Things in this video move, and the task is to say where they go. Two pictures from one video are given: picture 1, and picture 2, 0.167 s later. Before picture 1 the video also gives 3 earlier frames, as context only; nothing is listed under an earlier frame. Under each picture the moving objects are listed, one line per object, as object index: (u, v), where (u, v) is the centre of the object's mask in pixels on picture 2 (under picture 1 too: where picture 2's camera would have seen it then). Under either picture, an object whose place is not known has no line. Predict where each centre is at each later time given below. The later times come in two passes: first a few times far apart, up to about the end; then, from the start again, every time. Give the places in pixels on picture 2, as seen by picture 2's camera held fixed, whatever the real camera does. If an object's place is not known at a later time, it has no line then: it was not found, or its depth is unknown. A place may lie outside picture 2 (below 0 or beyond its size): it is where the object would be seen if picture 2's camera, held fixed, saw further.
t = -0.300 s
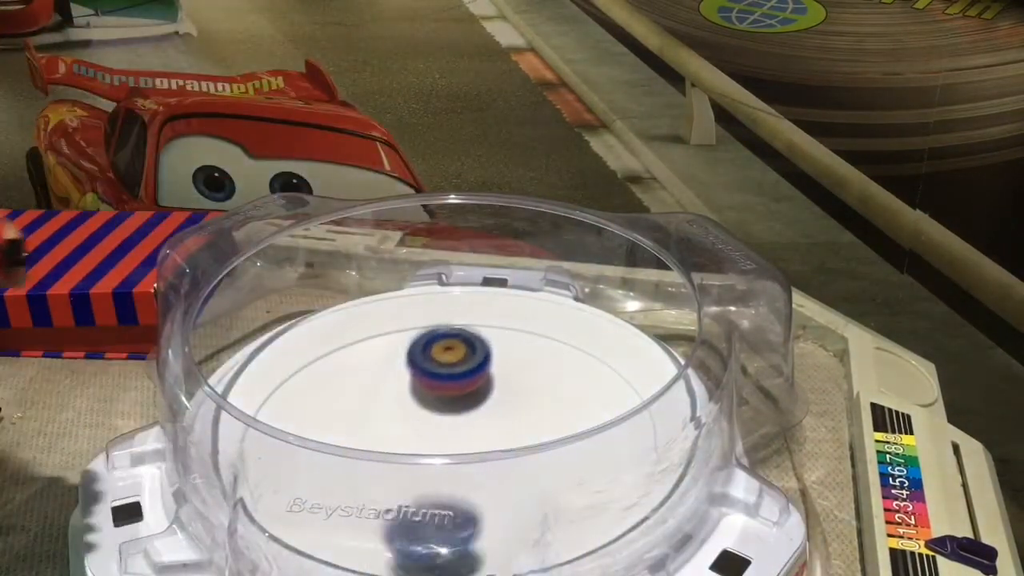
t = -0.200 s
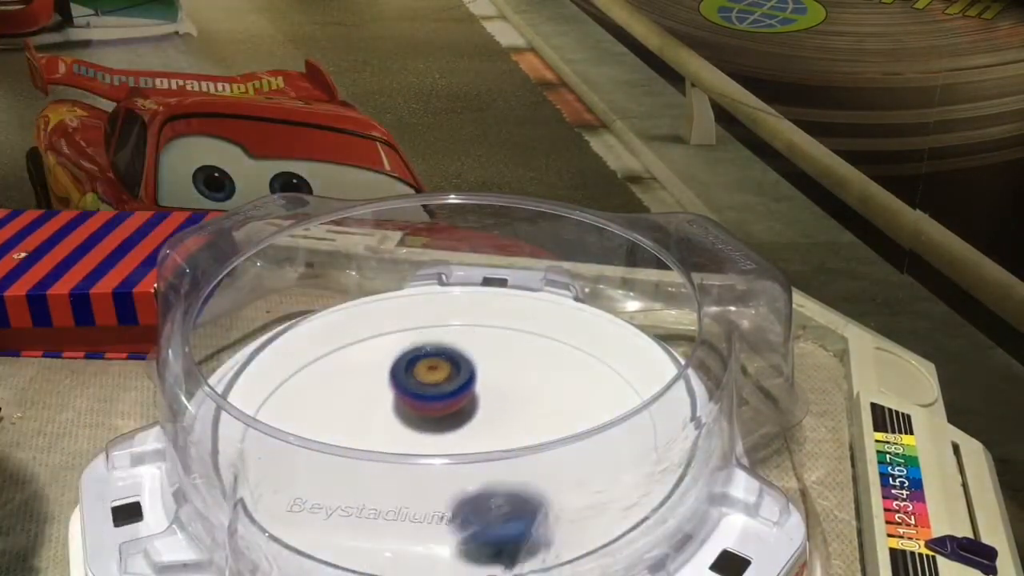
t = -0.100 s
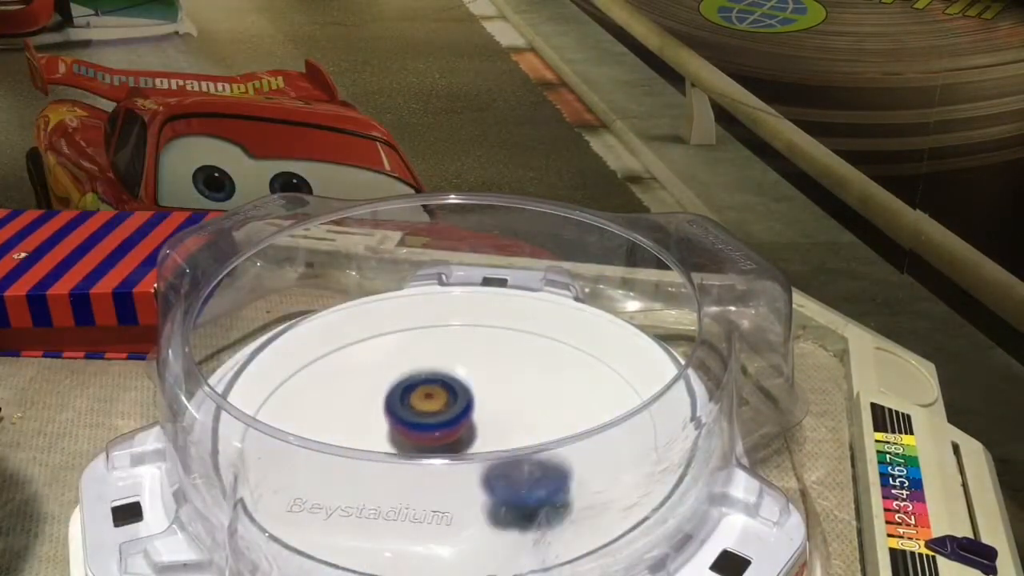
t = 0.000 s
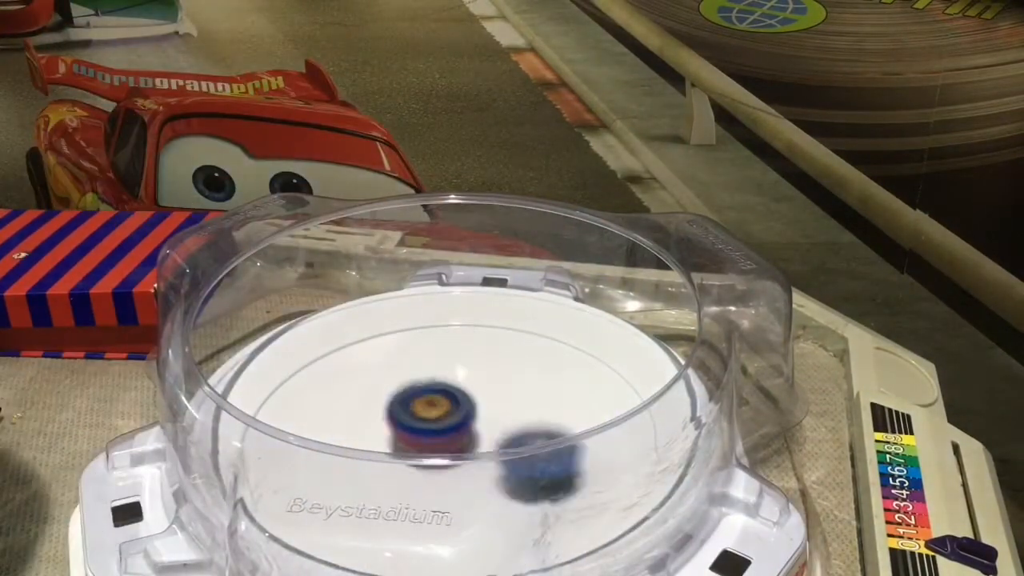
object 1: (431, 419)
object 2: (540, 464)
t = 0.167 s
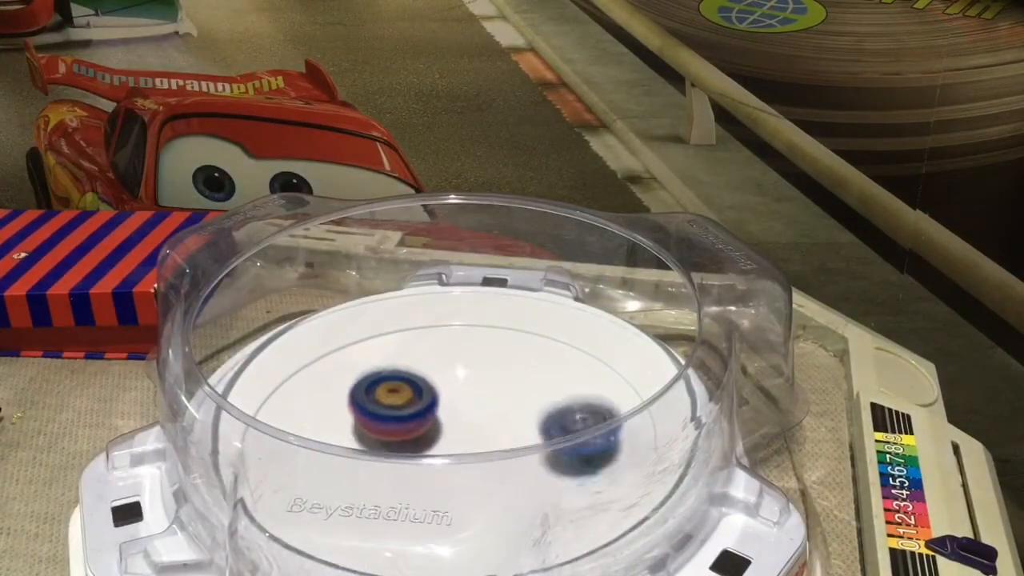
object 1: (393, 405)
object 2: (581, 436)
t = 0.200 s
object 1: (391, 411)
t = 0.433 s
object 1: (405, 451)
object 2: (459, 399)
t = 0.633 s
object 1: (473, 454)
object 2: (379, 434)
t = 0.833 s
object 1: (488, 422)
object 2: (433, 497)
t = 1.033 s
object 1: (453, 420)
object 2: (554, 441)
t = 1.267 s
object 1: (456, 426)
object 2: (447, 361)
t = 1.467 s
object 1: (457, 431)
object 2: (311, 427)
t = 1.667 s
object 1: (451, 423)
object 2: (419, 528)
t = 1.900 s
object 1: (464, 424)
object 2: (626, 434)
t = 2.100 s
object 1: (452, 430)
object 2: (527, 331)
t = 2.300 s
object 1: (449, 425)
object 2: (339, 356)
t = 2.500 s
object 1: (465, 421)
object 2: (290, 492)
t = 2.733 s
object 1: (459, 428)
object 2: (575, 518)
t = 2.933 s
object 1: (446, 427)
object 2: (627, 370)
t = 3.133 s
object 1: (455, 422)
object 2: (445, 317)
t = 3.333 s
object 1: (468, 423)
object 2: (266, 395)
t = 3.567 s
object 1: (455, 429)
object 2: (397, 540)
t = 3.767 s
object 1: (446, 426)
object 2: (639, 460)
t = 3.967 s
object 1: (457, 422)
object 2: (562, 334)
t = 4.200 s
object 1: (467, 424)
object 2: (337, 343)
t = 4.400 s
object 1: (453, 429)
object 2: (257, 467)
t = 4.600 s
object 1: (444, 426)
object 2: (442, 541)
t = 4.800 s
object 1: (458, 423)
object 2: (637, 461)
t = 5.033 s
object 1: (467, 425)
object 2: (563, 337)
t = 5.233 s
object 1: (457, 428)
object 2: (394, 334)
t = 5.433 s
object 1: (454, 425)
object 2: (284, 428)
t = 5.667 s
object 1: (461, 425)
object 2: (424, 533)
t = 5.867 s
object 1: (455, 427)
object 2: (603, 478)
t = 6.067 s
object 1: (454, 425)
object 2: (590, 375)
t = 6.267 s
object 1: (462, 425)
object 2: (452, 349)
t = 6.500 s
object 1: (455, 427)
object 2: (322, 414)
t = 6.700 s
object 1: (451, 424)
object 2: (378, 509)
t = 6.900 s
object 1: (463, 423)
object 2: (541, 493)
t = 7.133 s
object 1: (458, 427)
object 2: (561, 388)
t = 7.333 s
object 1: (451, 426)
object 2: (444, 363)
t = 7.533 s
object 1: (459, 423)
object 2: (346, 418)
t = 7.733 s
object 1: (465, 425)
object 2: (400, 501)
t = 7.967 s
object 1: (453, 427)
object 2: (553, 465)
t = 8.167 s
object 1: (456, 424)
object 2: (537, 391)
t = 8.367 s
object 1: (463, 426)
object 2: (425, 379)
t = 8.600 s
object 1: (458, 427)
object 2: (361, 454)
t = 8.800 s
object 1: (473, 425)
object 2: (430, 502)
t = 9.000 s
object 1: (474, 417)
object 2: (527, 487)
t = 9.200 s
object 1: (454, 411)
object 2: (558, 445)
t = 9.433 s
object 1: (419, 411)
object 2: (562, 433)
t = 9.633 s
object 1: (395, 421)
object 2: (540, 438)
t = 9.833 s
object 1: (323, 412)
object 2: (635, 434)
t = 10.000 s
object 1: (338, 421)
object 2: (614, 430)
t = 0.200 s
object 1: (391, 411)
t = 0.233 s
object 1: (391, 417)
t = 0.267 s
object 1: (395, 421)
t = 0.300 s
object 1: (398, 424)
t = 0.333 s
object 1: (404, 428)
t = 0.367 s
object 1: (408, 431)
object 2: (479, 408)
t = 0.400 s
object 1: (405, 446)
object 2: (470, 402)
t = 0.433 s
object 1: (405, 451)
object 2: (459, 399)
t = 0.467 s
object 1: (408, 455)
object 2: (445, 398)
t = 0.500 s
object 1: (418, 456)
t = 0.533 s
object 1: (433, 466)
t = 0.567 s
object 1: (448, 466)
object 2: (396, 415)
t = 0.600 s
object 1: (461, 465)
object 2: (387, 421)
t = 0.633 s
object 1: (473, 454)
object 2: (379, 434)
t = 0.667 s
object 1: (482, 451)
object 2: (374, 446)
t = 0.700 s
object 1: (490, 445)
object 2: (375, 456)
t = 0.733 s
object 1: (494, 439)
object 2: (382, 468)
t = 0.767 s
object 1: (493, 427)
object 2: (394, 480)
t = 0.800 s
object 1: (492, 424)
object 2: (411, 489)
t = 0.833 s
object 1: (488, 422)
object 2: (433, 497)
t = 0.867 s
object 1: (484, 421)
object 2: (459, 496)
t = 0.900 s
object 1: (478, 421)
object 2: (485, 494)
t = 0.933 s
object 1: (470, 419)
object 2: (511, 488)
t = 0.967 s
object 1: (464, 419)
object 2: (531, 471)
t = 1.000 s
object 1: (458, 420)
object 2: (545, 457)
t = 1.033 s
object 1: (453, 420)
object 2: (554, 441)
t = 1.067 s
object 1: (450, 420)
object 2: (556, 423)
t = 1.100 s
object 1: (448, 421)
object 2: (551, 406)
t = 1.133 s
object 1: (448, 422)
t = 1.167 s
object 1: (449, 422)
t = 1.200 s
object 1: (451, 423)
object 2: (503, 370)
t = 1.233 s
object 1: (453, 425)
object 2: (476, 363)
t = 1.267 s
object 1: (456, 426)
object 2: (447, 361)
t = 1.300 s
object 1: (459, 427)
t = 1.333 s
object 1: (461, 428)
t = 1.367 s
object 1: (461, 429)
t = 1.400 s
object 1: (461, 430)
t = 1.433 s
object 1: (459, 431)
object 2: (324, 408)
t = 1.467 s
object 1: (457, 431)
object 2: (311, 427)
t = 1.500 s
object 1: (455, 430)
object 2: (307, 448)
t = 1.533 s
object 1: (453, 429)
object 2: (311, 473)
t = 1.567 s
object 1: (451, 428)
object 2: (325, 492)
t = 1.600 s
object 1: (450, 427)
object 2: (349, 509)
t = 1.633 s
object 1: (450, 425)
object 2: (380, 521)
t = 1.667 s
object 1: (451, 423)
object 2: (419, 528)
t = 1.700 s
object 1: (452, 422)
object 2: (460, 529)
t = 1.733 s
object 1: (455, 421)
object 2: (504, 525)
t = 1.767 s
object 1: (457, 421)
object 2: (543, 514)
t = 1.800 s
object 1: (459, 421)
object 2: (577, 497)
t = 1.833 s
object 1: (462, 421)
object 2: (602, 478)
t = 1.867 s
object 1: (463, 422)
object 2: (619, 454)
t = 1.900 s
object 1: (464, 424)
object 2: (626, 434)
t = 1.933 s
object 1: (463, 425)
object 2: (626, 408)
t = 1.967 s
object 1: (462, 427)
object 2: (617, 384)
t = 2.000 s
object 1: (460, 428)
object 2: (601, 368)
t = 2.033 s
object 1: (457, 436)
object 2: (581, 353)
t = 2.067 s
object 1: (455, 430)
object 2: (554, 340)
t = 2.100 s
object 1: (452, 430)
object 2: (527, 331)
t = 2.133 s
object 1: (450, 429)
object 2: (496, 326)
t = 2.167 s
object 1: (449, 429)
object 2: (463, 324)
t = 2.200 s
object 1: (447, 428)
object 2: (430, 326)
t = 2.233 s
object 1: (447, 427)
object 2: (397, 333)
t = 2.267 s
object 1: (448, 426)
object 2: (367, 342)
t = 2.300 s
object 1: (449, 425)
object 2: (339, 356)
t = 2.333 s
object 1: (452, 424)
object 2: (313, 373)
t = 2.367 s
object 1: (454, 422)
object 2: (292, 393)
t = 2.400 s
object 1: (457, 421)
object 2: (278, 416)
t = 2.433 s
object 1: (460, 421)
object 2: (272, 441)
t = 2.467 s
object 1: (462, 421)
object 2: (274, 466)
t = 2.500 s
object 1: (465, 421)
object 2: (290, 492)
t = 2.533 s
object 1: (466, 422)
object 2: (314, 512)
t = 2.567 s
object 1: (467, 423)
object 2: (346, 528)
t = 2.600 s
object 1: (467, 424)
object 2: (392, 536)
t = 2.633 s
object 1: (466, 425)
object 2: (435, 540)
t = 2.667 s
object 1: (465, 426)
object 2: (485, 540)
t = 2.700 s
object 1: (462, 427)
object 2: (533, 535)
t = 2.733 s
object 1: (459, 428)
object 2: (575, 518)
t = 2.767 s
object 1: (456, 429)
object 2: (606, 496)
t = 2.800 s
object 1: (453, 429)
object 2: (631, 473)
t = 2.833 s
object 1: (450, 429)
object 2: (644, 448)
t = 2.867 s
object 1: (449, 428)
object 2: (645, 423)
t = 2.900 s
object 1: (447, 428)
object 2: (639, 396)
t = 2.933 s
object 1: (446, 427)
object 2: (627, 370)
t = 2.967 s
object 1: (446, 426)
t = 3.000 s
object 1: (446, 425)
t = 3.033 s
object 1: (448, 424)
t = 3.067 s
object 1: (450, 423)
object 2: (517, 321)
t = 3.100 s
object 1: (452, 423)
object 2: (482, 317)
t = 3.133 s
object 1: (455, 422)
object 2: (445, 317)
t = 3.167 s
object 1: (458, 422)
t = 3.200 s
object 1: (462, 422)
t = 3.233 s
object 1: (464, 422)
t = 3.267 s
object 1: (467, 423)
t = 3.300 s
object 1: (468, 423)
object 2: (284, 376)
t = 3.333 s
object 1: (468, 423)
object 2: (266, 395)
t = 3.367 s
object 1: (468, 424)
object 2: (254, 424)
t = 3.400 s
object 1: (467, 425)
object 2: (253, 452)
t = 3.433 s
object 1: (466, 426)
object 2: (259, 478)
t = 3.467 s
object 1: (463, 427)
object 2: (282, 500)
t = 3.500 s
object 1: (461, 428)
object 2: (312, 521)
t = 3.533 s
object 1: (458, 429)
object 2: (351, 535)
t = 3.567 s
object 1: (455, 429)
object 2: (397, 540)
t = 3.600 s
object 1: (452, 429)
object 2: (451, 542)
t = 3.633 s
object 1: (450, 429)
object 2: (505, 540)
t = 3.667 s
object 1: (448, 428)
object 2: (551, 529)
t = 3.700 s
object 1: (446, 427)
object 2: (592, 508)
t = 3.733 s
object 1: (446, 427)
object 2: (620, 485)
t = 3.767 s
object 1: (446, 426)
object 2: (639, 460)
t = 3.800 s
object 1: (447, 425)
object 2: (645, 434)
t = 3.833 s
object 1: (448, 425)
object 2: (643, 405)
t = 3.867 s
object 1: (451, 424)
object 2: (632, 376)
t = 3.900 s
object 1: (453, 423)
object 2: (615, 358)
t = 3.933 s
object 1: (455, 423)
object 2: (590, 344)
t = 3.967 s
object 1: (457, 422)
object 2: (562, 334)
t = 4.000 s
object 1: (460, 422)
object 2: (530, 324)
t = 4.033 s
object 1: (463, 422)
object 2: (498, 319)
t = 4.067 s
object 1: (465, 422)
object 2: (464, 317)
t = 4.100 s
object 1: (467, 422)
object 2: (430, 318)
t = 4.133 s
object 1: (468, 423)
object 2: (396, 323)
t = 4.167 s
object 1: (468, 424)
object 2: (365, 330)
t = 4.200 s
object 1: (467, 424)
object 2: (337, 343)
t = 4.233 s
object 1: (466, 425)
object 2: (309, 357)
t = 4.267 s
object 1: (464, 426)
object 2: (289, 375)
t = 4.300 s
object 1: (462, 427)
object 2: (272, 393)
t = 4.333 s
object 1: (460, 428)
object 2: (260, 417)
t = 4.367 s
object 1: (456, 428)
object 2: (256, 440)
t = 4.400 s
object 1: (453, 429)
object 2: (257, 467)
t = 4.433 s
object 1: (450, 429)
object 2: (273, 486)
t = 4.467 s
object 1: (448, 429)
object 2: (295, 506)
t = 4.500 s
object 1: (446, 428)
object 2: (322, 523)
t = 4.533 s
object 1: (445, 428)
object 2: (358, 533)
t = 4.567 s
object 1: (444, 427)
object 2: (400, 538)
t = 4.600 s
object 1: (444, 426)
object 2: (442, 541)
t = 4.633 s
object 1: (446, 426)
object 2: (488, 539)
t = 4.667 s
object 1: (447, 425)
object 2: (531, 534)
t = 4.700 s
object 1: (450, 424)
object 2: (568, 519)
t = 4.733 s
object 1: (453, 423)
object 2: (598, 501)
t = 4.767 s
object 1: (455, 423)
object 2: (620, 481)
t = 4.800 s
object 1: (458, 423)
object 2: (637, 461)
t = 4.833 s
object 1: (461, 422)
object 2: (643, 439)
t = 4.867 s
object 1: (464, 423)
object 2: (642, 416)
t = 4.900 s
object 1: (466, 423)
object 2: (637, 395)
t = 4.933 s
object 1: (468, 423)
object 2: (623, 377)
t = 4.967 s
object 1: (468, 424)
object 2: (608, 362)
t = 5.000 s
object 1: (468, 424)
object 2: (587, 349)
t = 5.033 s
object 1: (467, 425)
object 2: (563, 337)
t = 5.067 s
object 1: (466, 426)
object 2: (538, 330)
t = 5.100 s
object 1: (465, 426)
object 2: (510, 325)
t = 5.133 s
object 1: (463, 427)
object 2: (480, 323)
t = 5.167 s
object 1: (461, 427)
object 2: (450, 323)
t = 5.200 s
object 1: (459, 428)
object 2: (422, 328)
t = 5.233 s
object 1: (457, 428)
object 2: (394, 334)
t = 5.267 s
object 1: (455, 427)
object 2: (368, 344)
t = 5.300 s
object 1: (454, 427)
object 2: (343, 356)
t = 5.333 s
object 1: (453, 427)
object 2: (322, 372)
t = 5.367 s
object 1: (453, 426)
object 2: (305, 388)
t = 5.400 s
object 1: (453, 425)
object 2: (293, 404)
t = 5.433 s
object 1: (454, 425)
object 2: (284, 428)
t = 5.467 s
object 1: (455, 425)
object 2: (285, 448)
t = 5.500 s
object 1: (456, 425)
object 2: (291, 472)
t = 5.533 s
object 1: (458, 425)
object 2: (304, 491)
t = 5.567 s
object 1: (459, 425)
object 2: (326, 507)
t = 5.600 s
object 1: (460, 425)
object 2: (354, 519)
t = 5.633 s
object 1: (461, 425)
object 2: (387, 529)
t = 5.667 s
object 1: (461, 425)
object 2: (424, 533)
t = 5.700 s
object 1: (461, 426)
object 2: (460, 533)
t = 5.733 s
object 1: (461, 426)
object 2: (497, 530)
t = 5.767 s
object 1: (460, 427)
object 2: (530, 522)
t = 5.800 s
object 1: (458, 427)
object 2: (558, 510)
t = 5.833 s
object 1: (456, 427)
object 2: (585, 495)
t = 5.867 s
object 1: (455, 427)
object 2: (603, 478)
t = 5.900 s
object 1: (453, 427)
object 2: (614, 460)
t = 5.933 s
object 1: (452, 427)
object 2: (619, 442)
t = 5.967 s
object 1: (452, 426)
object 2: (619, 424)
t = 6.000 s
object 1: (452, 426)
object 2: (616, 403)
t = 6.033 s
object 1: (453, 425)
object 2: (604, 386)
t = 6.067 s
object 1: (454, 425)
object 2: (590, 375)
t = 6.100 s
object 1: (456, 424)
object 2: (572, 364)
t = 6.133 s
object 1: (457, 424)
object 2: (551, 355)
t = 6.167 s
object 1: (459, 424)
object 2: (527, 353)
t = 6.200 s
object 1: (461, 424)
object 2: (503, 349)
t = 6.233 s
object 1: (462, 425)
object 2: (477, 348)
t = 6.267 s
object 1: (462, 425)
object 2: (452, 349)
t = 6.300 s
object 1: (463, 426)
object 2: (427, 353)
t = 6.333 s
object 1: (462, 426)
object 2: (403, 359)
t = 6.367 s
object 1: (462, 426)
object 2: (382, 367)
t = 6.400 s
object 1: (460, 427)
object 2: (361, 379)
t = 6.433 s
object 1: (458, 427)
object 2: (344, 392)
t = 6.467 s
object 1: (456, 427)
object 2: (331, 405)
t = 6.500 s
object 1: (455, 427)
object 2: (322, 414)
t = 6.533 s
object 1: (452, 427)
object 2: (317, 439)
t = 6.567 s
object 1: (451, 427)
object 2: (318, 454)
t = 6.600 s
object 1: (450, 426)
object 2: (326, 470)
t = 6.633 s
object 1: (450, 426)
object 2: (337, 489)
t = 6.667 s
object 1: (450, 425)
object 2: (355, 500)
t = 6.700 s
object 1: (451, 424)
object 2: (378, 509)
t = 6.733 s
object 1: (452, 424)
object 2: (405, 515)
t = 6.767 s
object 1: (454, 423)
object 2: (433, 518)
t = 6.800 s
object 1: (456, 423)
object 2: (462, 516)
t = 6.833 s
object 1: (459, 423)
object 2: (494, 512)
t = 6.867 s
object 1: (461, 423)
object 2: (520, 504)
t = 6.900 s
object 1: (463, 423)
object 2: (541, 493)
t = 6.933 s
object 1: (464, 424)
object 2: (560, 479)
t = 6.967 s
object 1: (464, 424)
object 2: (572, 464)
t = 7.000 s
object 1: (464, 425)
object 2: (579, 448)
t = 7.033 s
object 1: (463, 425)
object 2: (581, 434)
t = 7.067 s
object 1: (461, 425)
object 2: (578, 418)
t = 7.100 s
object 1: (460, 426)
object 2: (571, 399)
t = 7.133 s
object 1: (458, 427)
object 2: (561, 388)
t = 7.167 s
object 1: (456, 427)
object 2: (546, 378)
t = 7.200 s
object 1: (454, 427)
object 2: (528, 373)
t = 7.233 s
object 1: (453, 427)
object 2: (508, 369)
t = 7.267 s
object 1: (451, 426)
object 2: (487, 364)
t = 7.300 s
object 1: (451, 427)
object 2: (466, 363)
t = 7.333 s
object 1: (451, 426)
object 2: (444, 363)
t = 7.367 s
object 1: (451, 425)
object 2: (421, 367)
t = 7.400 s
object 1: (452, 425)
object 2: (400, 374)
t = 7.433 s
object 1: (453, 424)
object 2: (383, 384)
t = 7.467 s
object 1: (455, 423)
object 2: (367, 394)
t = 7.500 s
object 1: (457, 423)
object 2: (354, 407)
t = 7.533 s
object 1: (459, 423)
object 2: (346, 418)
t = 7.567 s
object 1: (461, 423)
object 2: (341, 436)
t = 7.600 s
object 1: (464, 423)
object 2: (343, 451)
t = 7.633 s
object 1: (465, 423)
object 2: (350, 464)
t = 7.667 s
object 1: (466, 424)
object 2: (363, 477)
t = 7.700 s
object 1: (466, 424)
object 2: (379, 495)
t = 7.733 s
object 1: (465, 425)
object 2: (400, 501)
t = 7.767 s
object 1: (463, 425)
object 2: (424, 504)
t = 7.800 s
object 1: (462, 426)
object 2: (449, 504)
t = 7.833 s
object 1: (460, 426)
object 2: (474, 501)
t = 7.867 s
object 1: (458, 426)
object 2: (500, 498)
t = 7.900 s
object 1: (456, 427)
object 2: (522, 491)
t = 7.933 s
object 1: (454, 427)
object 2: (539, 477)
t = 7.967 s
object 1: (453, 427)
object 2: (553, 465)
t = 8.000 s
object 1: (452, 426)
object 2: (562, 451)
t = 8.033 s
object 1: (451, 426)
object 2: (566, 437)
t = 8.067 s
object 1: (451, 425)
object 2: (565, 424)
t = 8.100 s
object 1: (452, 424)
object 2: (560, 405)
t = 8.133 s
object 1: (455, 425)
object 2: (552, 395)
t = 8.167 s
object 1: (456, 424)
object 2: (537, 391)
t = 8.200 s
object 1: (458, 424)
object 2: (522, 382)
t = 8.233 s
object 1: (459, 424)
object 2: (507, 375)
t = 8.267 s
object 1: (461, 425)
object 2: (487, 370)
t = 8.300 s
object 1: (461, 425)
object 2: (466, 370)
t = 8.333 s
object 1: (462, 426)
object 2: (445, 373)
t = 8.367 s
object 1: (463, 426)
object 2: (425, 379)
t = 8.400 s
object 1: (462, 427)
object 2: (408, 387)
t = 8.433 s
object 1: (460, 427)
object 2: (393, 396)
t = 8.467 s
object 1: (458, 427)
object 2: (381, 406)
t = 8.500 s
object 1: (457, 427)
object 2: (372, 416)
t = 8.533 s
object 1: (456, 428)
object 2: (366, 430)
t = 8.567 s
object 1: (455, 428)
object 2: (362, 443)
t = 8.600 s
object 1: (458, 427)
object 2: (361, 454)
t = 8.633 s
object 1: (460, 427)
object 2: (362, 466)
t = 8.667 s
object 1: (464, 427)
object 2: (369, 472)
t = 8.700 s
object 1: (468, 427)
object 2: (380, 484)
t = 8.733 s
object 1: (471, 426)
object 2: (393, 496)
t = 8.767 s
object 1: (472, 426)
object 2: (410, 501)
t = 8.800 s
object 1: (473, 425)
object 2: (430, 502)
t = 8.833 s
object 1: (473, 425)
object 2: (449, 501)
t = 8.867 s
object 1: (474, 424)
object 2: (470, 497)
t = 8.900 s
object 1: (474, 423)
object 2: (485, 495)
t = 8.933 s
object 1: (475, 420)
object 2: (500, 494)
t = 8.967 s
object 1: (474, 419)
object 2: (515, 492)
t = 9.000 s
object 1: (474, 417)
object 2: (527, 487)
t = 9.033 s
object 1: (474, 415)
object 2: (535, 478)
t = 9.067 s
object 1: (473, 415)
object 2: (541, 470)
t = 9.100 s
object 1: (470, 415)
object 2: (546, 462)
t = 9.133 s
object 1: (468, 416)
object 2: (546, 454)
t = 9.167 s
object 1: (465, 414)
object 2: (548, 446)
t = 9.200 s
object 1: (454, 411)
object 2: (558, 445)
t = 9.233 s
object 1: (444, 408)
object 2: (565, 444)
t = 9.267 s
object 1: (438, 407)
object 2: (570, 442)
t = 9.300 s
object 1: (433, 406)
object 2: (573, 440)
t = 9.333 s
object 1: (428, 406)
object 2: (573, 438)
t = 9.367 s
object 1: (424, 408)
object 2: (572, 437)
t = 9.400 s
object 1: (421, 409)
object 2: (568, 435)
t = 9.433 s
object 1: (419, 411)
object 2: (562, 433)
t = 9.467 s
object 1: (418, 414)
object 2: (554, 432)
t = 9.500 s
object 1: (417, 416)
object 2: (546, 432)
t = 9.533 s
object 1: (419, 419)
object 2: (535, 432)
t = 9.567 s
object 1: (420, 420)
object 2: (523, 432)
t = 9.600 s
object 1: (419, 422)
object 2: (514, 434)
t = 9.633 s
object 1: (395, 421)
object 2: (540, 438)
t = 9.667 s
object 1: (371, 416)
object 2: (569, 440)
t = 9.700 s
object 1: (355, 414)
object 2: (588, 441)
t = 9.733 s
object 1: (343, 412)
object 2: (603, 440)
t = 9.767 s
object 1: (333, 412)
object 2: (616, 438)
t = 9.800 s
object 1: (327, 412)
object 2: (627, 436)
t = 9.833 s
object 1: (323, 412)
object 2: (635, 434)
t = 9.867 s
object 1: (319, 412)
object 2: (640, 431)
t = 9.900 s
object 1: (321, 415)
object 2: (638, 430)
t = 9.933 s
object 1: (323, 416)
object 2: (634, 430)
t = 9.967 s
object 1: (330, 418)
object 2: (626, 429)
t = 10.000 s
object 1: (338, 421)
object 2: (614, 430)
